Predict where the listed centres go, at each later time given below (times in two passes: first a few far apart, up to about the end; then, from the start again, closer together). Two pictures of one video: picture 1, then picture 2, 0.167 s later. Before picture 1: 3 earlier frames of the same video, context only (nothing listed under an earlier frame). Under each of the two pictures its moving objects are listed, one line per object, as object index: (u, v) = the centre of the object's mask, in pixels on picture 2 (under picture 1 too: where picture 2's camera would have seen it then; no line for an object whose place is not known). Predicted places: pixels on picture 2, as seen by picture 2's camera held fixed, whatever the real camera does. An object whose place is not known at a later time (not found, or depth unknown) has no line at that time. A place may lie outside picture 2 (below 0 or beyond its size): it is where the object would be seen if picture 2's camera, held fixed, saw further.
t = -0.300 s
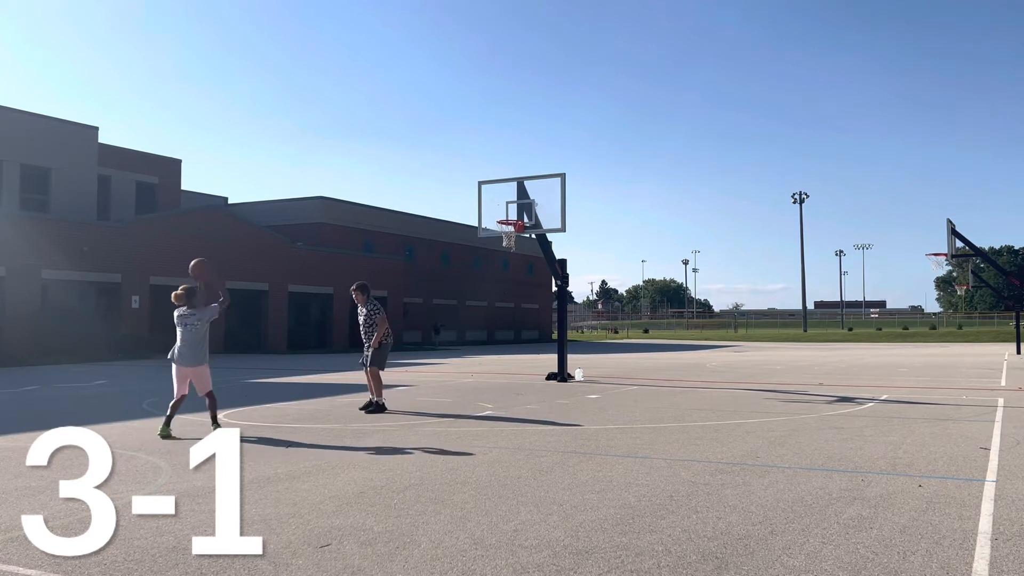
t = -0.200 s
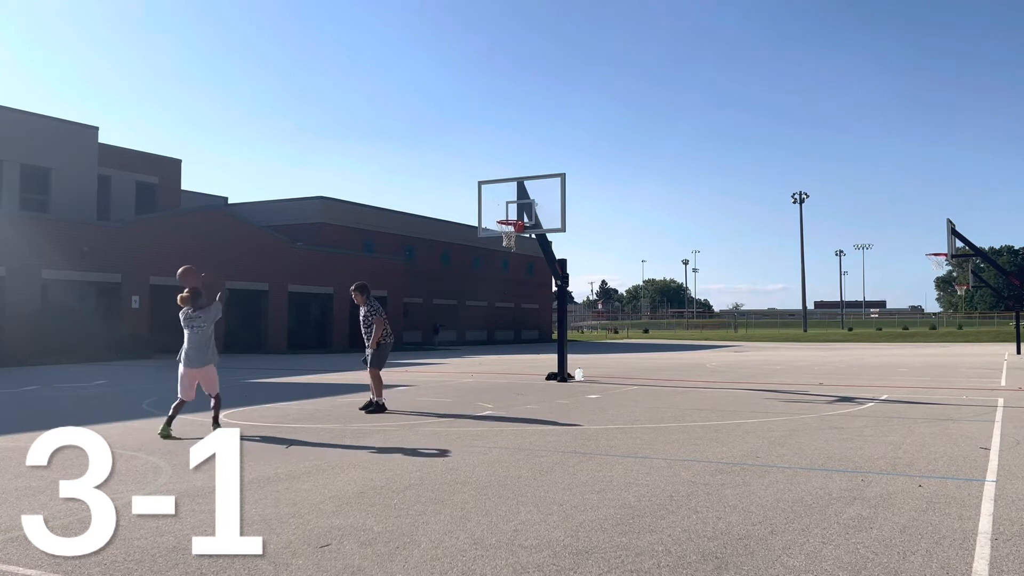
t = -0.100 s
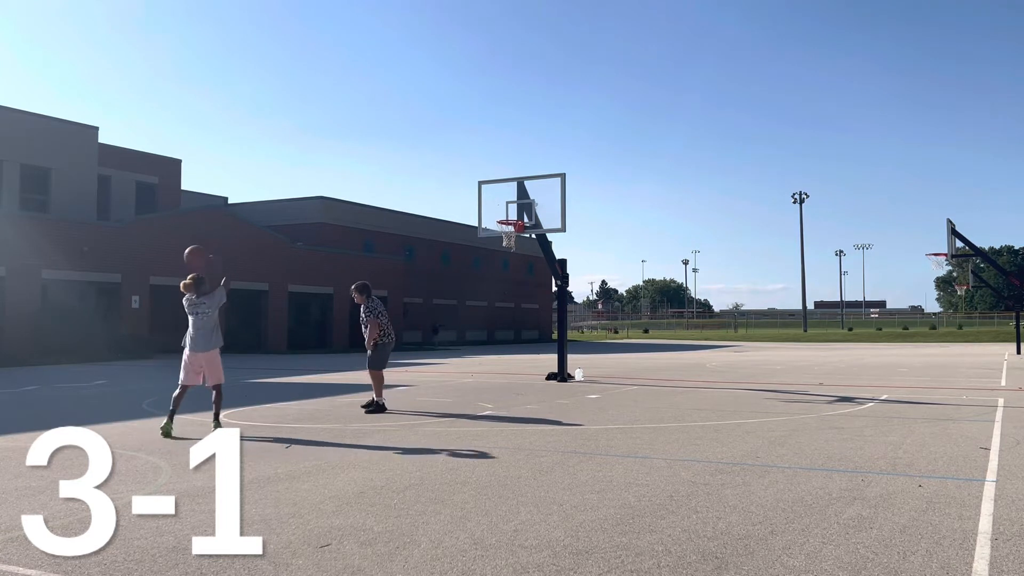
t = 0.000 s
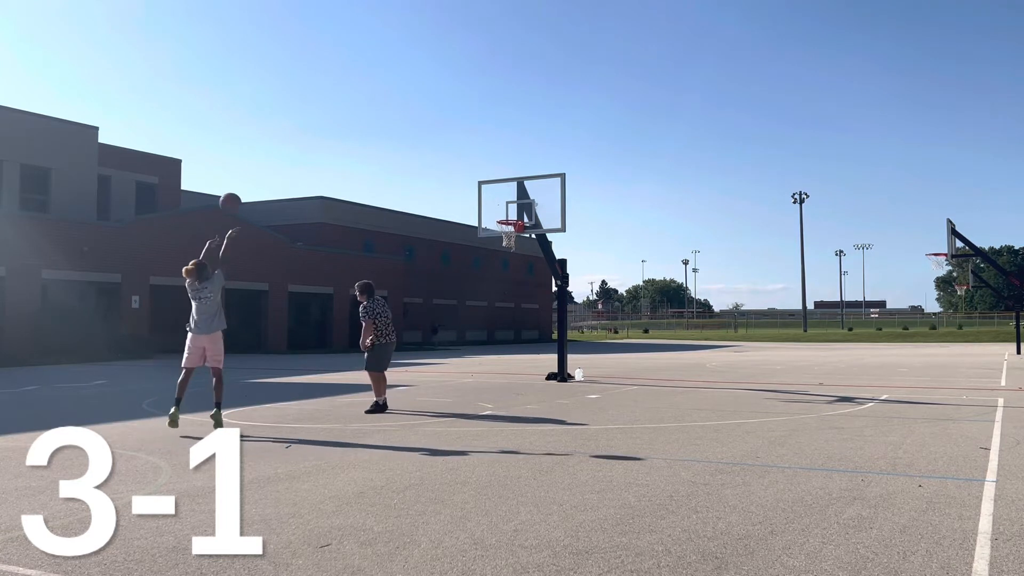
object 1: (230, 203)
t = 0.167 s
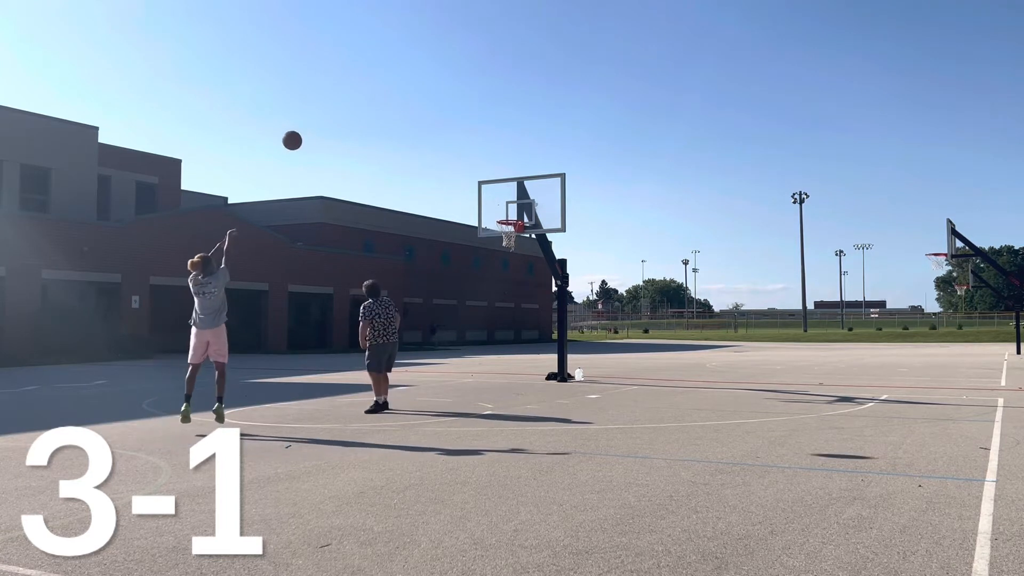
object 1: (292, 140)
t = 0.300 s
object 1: (334, 112)
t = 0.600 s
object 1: (412, 103)
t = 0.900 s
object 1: (474, 147)
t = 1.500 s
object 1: (448, 223)
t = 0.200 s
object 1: (303, 132)
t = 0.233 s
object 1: (314, 124)
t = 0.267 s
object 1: (324, 118)
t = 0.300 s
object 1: (334, 112)
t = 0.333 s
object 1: (344, 108)
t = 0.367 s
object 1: (353, 104)
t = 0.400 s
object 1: (363, 102)
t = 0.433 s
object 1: (371, 100)
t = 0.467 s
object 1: (380, 99)
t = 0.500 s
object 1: (388, 99)
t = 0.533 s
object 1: (397, 99)
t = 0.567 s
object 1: (405, 101)
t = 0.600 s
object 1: (412, 103)
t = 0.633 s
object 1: (420, 105)
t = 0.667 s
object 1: (427, 108)
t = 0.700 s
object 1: (434, 112)
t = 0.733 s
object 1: (441, 117)
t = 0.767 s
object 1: (448, 122)
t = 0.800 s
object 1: (454, 127)
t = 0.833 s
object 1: (461, 133)
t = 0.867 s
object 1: (467, 140)
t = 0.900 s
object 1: (474, 147)
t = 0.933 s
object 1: (480, 155)
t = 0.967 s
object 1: (486, 163)
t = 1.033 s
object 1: (497, 180)
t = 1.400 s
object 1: (468, 216)
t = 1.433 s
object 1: (461, 218)
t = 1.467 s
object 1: (455, 221)
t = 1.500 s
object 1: (448, 223)
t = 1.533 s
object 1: (441, 227)
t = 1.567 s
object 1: (436, 232)
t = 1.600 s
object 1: (430, 236)
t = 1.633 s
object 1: (422, 241)
